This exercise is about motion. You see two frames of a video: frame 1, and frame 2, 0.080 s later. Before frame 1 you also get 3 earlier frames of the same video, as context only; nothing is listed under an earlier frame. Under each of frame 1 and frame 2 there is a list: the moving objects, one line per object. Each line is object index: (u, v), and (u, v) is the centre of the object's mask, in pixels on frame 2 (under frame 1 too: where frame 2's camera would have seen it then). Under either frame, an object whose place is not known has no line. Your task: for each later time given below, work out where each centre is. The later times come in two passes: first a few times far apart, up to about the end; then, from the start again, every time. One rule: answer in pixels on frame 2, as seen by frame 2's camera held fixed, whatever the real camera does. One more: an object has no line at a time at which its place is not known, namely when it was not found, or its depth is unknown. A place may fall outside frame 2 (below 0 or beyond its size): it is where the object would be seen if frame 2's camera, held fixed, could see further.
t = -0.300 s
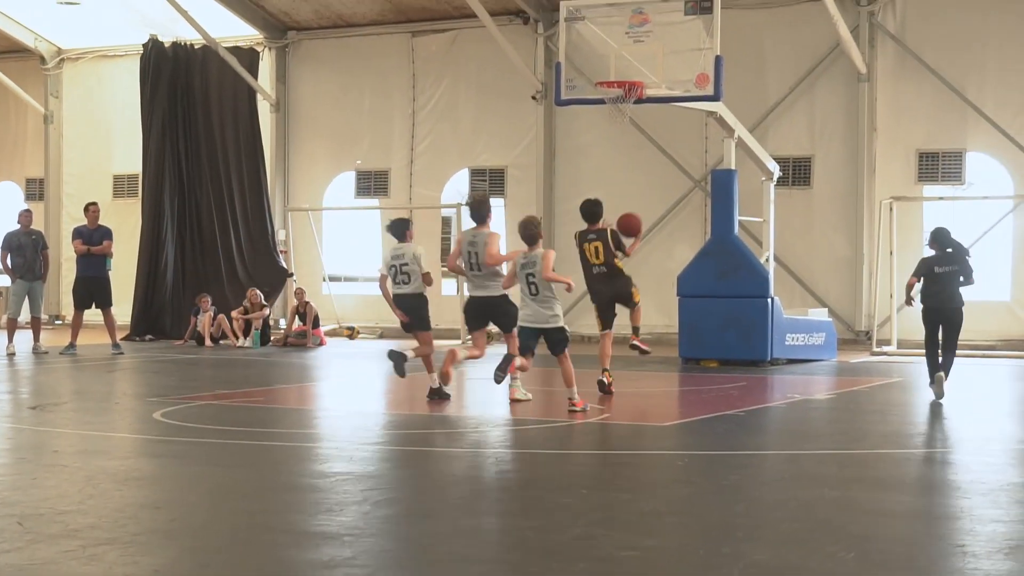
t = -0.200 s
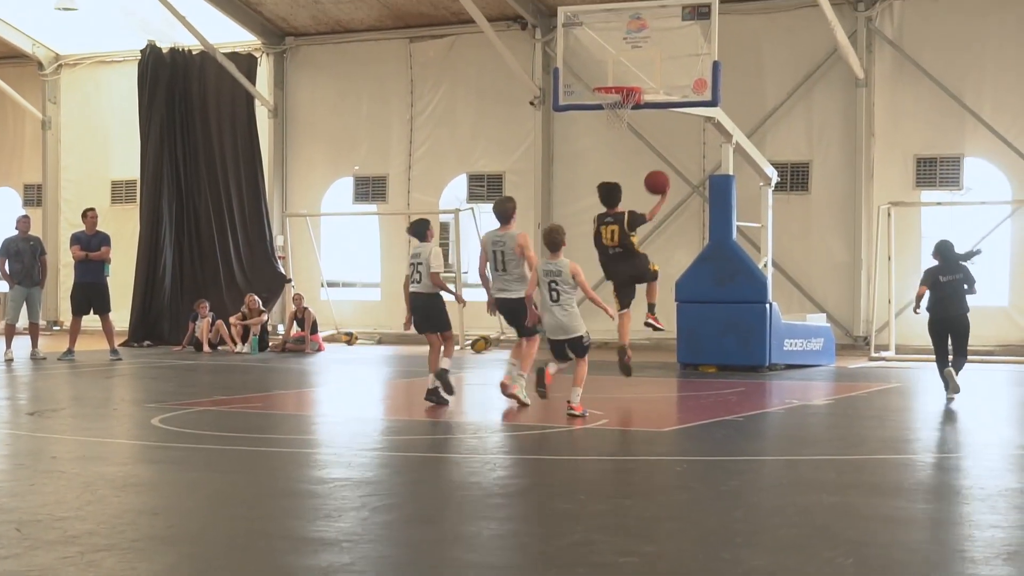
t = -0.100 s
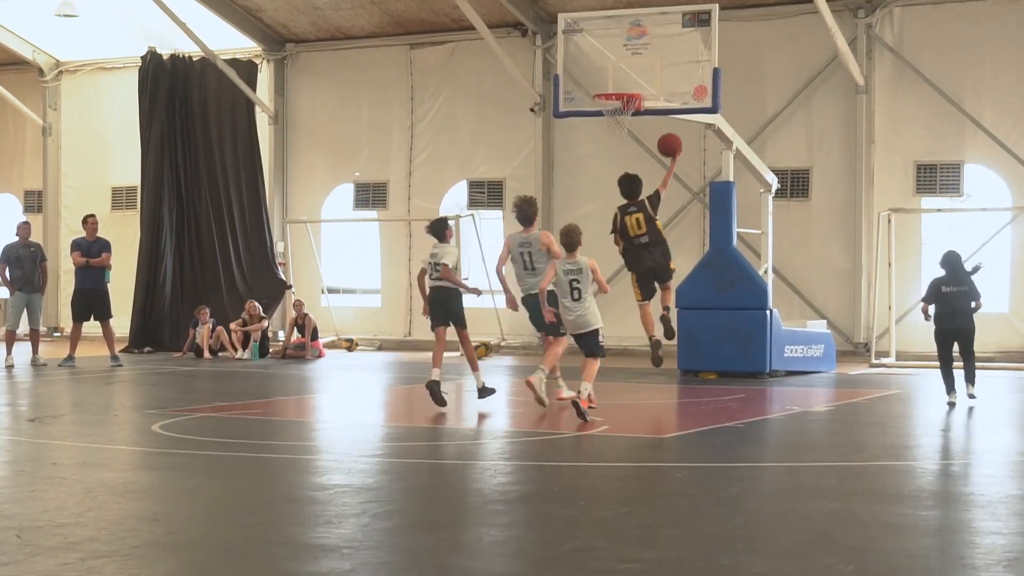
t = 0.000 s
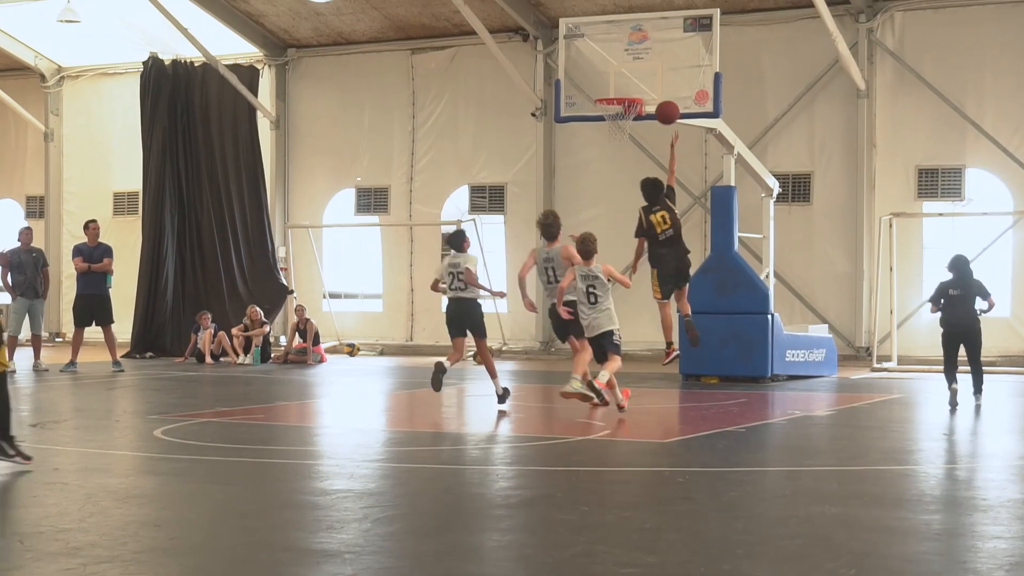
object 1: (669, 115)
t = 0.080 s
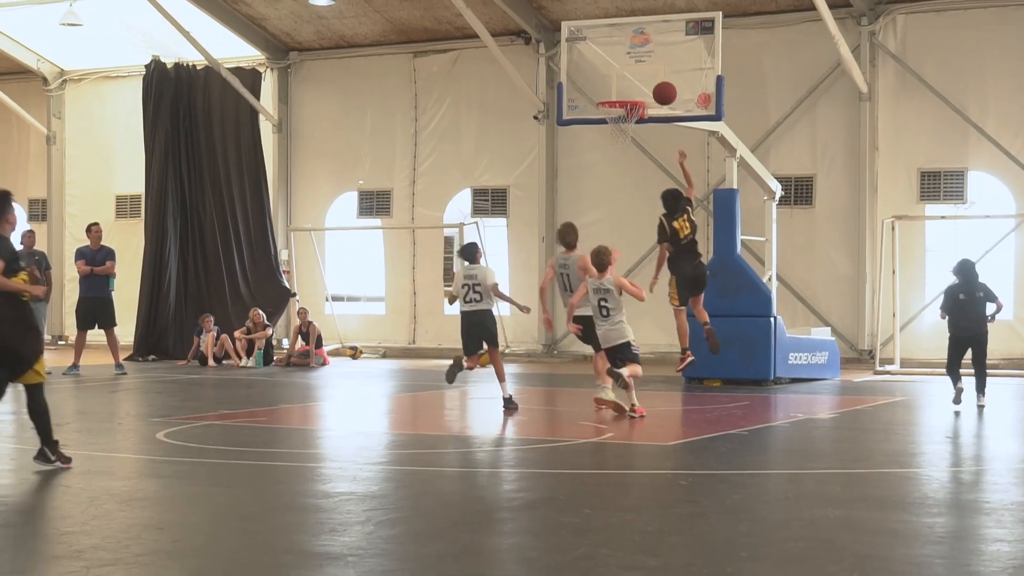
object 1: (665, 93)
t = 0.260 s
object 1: (654, 68)
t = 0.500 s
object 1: (626, 74)
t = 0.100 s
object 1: (663, 89)
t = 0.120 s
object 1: (662, 85)
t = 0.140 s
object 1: (661, 81)
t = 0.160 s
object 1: (660, 78)
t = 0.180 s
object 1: (659, 75)
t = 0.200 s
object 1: (658, 73)
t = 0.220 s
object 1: (657, 71)
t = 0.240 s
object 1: (655, 69)
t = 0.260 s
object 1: (654, 68)
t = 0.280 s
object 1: (653, 67)
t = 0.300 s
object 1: (652, 67)
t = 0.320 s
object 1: (651, 67)
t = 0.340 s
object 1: (650, 67)
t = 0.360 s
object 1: (647, 66)
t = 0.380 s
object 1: (644, 66)
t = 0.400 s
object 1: (641, 66)
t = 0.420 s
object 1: (638, 67)
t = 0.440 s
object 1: (635, 68)
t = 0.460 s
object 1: (632, 70)
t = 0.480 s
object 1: (629, 72)
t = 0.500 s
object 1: (626, 74)
